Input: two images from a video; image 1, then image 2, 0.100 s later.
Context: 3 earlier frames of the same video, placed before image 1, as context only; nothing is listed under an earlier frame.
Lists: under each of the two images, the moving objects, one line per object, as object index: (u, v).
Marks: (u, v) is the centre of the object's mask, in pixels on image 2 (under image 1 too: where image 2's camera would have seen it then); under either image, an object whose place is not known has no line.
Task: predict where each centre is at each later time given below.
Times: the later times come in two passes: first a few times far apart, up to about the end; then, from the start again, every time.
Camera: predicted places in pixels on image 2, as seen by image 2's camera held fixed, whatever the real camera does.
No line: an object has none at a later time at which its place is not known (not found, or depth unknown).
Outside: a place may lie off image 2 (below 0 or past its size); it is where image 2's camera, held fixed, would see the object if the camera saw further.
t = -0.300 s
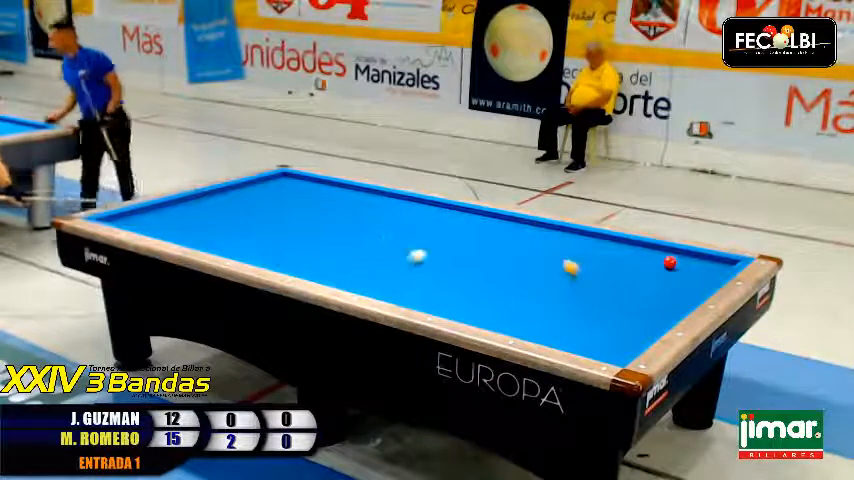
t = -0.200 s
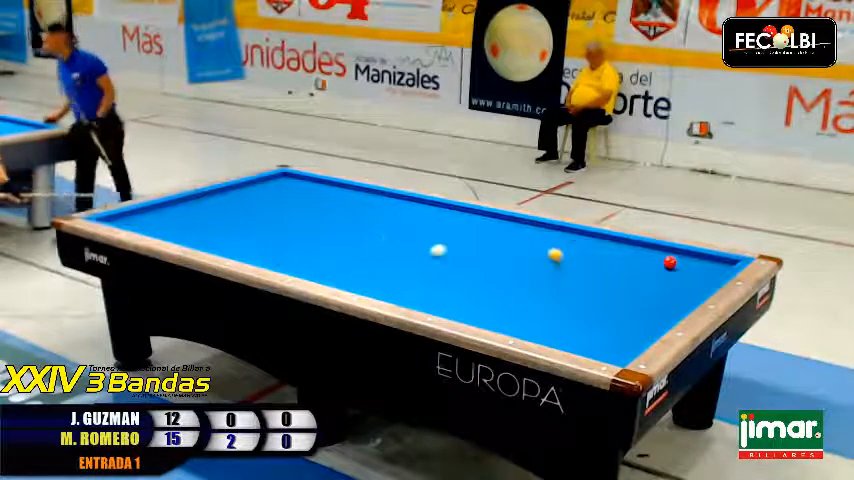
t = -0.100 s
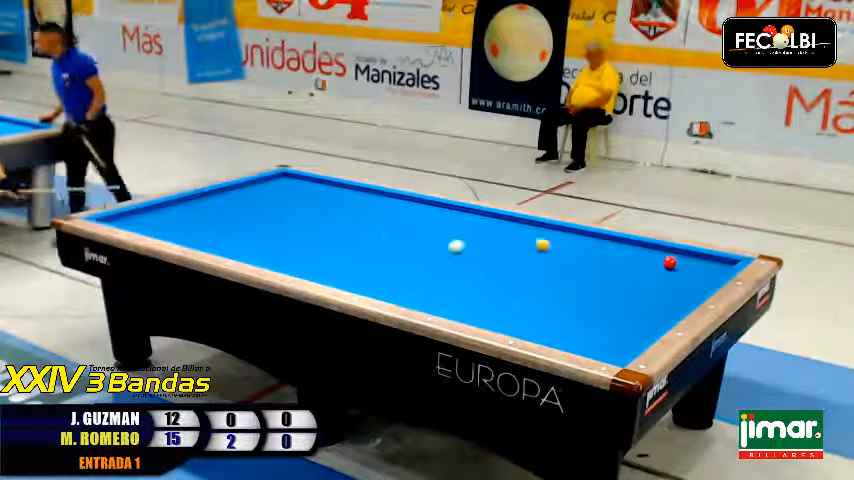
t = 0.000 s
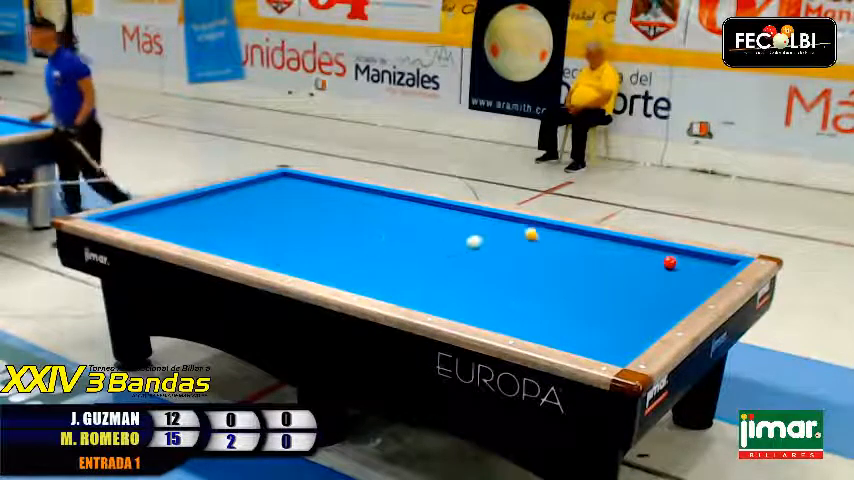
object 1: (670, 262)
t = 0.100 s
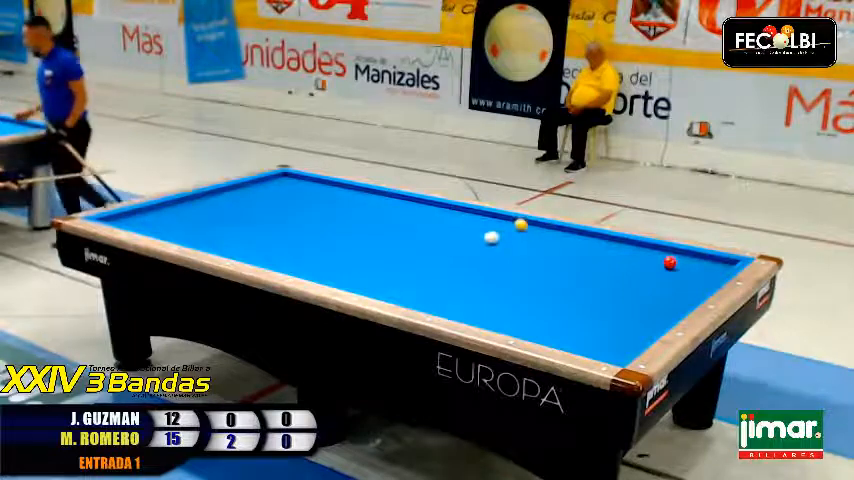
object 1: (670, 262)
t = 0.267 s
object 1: (670, 262)
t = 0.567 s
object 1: (670, 262)
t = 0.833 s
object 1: (670, 262)
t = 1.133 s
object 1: (670, 262)
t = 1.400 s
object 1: (670, 262)
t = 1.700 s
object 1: (669, 262)
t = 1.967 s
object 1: (670, 262)
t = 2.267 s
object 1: (670, 262)
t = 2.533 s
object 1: (669, 262)
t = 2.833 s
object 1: (670, 262)
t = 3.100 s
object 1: (670, 262)
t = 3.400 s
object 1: (670, 262)
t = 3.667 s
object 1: (670, 262)
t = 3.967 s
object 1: (670, 262)
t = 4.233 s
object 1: (670, 262)
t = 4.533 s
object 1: (670, 262)
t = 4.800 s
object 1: (670, 262)
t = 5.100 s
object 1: (670, 262)
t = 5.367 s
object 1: (669, 262)
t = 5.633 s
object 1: (670, 262)
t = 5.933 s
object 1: (670, 262)
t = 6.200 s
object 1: (670, 262)
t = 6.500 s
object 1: (668, 265)
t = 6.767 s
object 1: (667, 268)
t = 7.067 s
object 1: (666, 269)
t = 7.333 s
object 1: (665, 270)
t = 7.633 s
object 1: (664, 272)
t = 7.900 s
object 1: (663, 274)
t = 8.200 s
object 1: (662, 275)
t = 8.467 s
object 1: (661, 276)
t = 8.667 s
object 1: (660, 277)
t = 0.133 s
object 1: (670, 262)
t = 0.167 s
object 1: (670, 262)
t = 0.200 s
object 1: (670, 262)
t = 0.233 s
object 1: (670, 262)
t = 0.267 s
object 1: (670, 262)
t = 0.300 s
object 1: (670, 262)
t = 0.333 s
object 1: (670, 262)
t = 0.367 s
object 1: (670, 262)
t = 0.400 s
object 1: (670, 262)
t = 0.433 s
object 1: (670, 262)
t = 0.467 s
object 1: (670, 262)
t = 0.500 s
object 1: (670, 262)
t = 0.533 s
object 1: (670, 262)
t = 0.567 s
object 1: (670, 262)
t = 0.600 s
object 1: (670, 262)
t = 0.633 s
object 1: (670, 262)
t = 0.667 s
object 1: (670, 262)
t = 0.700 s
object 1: (670, 262)
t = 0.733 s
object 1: (670, 262)
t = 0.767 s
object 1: (670, 262)
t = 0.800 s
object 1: (670, 262)
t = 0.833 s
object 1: (670, 262)
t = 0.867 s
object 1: (670, 262)
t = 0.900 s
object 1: (670, 262)
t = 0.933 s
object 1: (670, 262)
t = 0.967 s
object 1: (670, 262)
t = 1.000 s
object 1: (670, 262)
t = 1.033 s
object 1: (670, 262)
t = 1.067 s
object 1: (670, 262)
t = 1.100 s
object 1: (670, 262)
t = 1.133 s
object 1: (670, 262)
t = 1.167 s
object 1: (670, 262)
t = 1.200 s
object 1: (670, 262)
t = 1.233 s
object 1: (670, 262)
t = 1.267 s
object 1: (670, 262)
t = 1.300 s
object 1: (670, 262)
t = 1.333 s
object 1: (670, 262)
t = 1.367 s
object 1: (670, 262)
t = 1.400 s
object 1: (670, 262)
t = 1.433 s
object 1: (670, 262)
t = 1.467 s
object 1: (670, 262)
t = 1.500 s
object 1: (669, 262)
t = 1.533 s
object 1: (669, 262)
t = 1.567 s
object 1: (669, 262)
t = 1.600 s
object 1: (669, 262)
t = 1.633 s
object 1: (669, 262)
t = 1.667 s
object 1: (669, 262)
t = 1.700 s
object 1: (669, 262)
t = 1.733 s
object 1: (669, 262)
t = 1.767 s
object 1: (669, 262)
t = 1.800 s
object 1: (670, 262)
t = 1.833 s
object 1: (670, 262)
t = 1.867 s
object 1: (670, 262)
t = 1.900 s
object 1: (670, 262)
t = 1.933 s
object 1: (670, 262)
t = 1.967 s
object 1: (670, 262)
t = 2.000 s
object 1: (670, 262)
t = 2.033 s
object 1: (670, 262)
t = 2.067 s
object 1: (670, 262)
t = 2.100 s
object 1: (670, 262)
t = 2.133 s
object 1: (670, 262)
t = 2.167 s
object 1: (670, 262)
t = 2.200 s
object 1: (670, 262)
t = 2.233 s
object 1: (670, 262)
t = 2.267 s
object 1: (670, 262)
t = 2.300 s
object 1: (670, 262)
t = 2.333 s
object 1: (669, 262)
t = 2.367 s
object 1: (669, 262)
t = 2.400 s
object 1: (669, 262)
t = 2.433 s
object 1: (669, 262)
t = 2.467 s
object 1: (669, 262)
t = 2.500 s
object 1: (669, 262)
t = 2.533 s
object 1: (669, 262)
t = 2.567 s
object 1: (669, 262)
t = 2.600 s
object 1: (669, 262)
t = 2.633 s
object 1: (669, 262)
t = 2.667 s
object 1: (669, 262)
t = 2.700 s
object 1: (669, 262)
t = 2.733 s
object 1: (669, 262)
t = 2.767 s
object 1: (670, 262)
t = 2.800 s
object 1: (670, 262)
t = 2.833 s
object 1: (670, 262)
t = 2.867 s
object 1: (670, 262)
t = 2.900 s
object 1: (670, 262)
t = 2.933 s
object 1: (670, 262)
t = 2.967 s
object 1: (670, 262)
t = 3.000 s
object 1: (670, 262)
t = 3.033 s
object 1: (670, 262)
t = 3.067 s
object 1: (670, 262)
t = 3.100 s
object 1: (670, 262)
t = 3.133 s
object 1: (670, 262)
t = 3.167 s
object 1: (670, 262)
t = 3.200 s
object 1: (670, 262)
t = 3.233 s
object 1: (670, 262)
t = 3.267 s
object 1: (670, 262)
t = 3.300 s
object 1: (670, 262)
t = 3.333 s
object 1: (670, 262)
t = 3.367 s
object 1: (670, 262)
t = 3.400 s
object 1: (670, 262)
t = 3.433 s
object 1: (670, 262)
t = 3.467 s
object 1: (670, 262)
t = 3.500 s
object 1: (670, 262)
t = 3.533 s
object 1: (670, 262)
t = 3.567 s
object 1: (670, 262)
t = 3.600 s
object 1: (670, 262)
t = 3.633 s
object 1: (670, 262)
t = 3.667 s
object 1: (670, 262)
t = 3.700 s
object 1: (670, 262)
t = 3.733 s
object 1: (670, 262)
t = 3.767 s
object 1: (670, 262)
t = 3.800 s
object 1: (670, 262)
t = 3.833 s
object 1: (670, 262)
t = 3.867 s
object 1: (670, 262)
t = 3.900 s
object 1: (670, 262)
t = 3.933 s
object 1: (670, 262)
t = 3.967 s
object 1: (670, 262)
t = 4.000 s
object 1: (670, 262)
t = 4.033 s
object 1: (670, 262)
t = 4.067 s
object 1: (670, 262)
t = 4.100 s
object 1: (670, 262)
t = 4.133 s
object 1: (670, 262)
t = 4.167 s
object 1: (670, 262)
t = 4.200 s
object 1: (670, 262)
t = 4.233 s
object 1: (670, 262)
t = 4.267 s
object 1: (670, 262)
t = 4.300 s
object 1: (670, 262)
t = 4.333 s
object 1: (670, 262)
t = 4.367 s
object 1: (670, 262)
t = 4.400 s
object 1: (670, 262)
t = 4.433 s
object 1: (670, 262)
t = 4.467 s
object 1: (670, 262)
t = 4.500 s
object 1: (670, 262)
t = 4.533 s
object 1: (670, 262)
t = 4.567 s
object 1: (670, 262)
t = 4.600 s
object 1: (670, 262)
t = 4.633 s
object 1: (670, 262)
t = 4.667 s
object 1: (670, 262)
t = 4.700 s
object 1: (670, 262)
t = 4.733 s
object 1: (670, 262)
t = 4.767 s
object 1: (670, 262)
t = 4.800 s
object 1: (670, 262)
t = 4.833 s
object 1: (670, 262)
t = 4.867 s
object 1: (670, 262)
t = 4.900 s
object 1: (670, 262)
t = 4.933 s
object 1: (670, 262)
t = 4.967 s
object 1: (670, 262)
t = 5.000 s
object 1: (670, 262)
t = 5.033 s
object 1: (670, 262)
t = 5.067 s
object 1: (670, 262)
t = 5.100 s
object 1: (670, 262)
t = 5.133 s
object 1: (670, 262)
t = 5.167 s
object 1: (670, 262)
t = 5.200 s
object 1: (670, 262)
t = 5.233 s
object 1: (670, 262)
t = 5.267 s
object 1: (670, 262)
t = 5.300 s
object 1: (670, 262)
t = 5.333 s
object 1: (670, 262)
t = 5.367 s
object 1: (669, 262)
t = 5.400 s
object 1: (670, 262)
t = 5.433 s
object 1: (669, 262)
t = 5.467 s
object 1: (670, 262)
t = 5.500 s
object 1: (670, 262)
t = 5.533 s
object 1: (670, 262)
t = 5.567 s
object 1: (670, 262)
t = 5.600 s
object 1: (670, 262)
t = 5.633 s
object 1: (670, 262)
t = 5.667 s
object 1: (670, 262)
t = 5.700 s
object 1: (670, 262)
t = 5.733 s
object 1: (670, 262)
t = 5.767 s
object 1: (670, 262)
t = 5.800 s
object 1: (670, 262)
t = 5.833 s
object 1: (670, 262)
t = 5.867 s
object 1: (670, 262)
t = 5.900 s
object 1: (670, 262)
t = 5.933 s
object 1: (670, 262)
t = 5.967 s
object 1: (670, 262)
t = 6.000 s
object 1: (670, 262)
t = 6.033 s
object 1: (670, 262)
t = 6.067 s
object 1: (670, 262)
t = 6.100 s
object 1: (670, 262)
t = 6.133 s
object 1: (670, 262)
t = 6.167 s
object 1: (670, 262)
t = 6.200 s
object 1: (670, 262)
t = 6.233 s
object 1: (670, 262)
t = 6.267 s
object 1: (669, 263)
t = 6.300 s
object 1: (669, 263)
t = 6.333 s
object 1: (669, 263)
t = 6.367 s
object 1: (668, 264)
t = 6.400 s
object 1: (669, 264)
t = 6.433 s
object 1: (668, 264)
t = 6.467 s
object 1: (668, 265)
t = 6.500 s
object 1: (668, 265)
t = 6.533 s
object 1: (668, 265)
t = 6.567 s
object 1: (668, 266)
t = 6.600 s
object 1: (668, 266)
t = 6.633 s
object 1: (668, 266)
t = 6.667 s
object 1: (668, 267)
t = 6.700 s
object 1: (668, 267)
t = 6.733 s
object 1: (668, 267)
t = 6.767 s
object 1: (667, 268)
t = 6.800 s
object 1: (667, 267)
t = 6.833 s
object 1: (667, 268)
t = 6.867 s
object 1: (667, 268)
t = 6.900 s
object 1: (667, 268)
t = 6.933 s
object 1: (667, 268)
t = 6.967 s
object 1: (667, 269)
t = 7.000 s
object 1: (667, 269)
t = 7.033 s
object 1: (666, 269)
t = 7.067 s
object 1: (666, 269)
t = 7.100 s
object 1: (666, 269)
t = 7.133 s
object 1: (666, 269)
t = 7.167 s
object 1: (666, 270)
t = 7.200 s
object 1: (666, 270)
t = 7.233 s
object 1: (666, 270)
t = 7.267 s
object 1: (666, 270)
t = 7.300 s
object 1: (666, 270)
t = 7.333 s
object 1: (665, 270)
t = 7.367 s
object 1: (665, 271)
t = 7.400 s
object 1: (665, 271)
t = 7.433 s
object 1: (665, 272)
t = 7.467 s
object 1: (665, 272)
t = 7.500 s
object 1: (665, 272)
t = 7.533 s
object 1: (665, 272)
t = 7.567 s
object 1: (665, 272)
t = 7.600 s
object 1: (664, 272)
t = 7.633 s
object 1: (664, 272)
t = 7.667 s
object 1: (664, 272)
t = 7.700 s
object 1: (664, 272)
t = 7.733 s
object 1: (664, 272)
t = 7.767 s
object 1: (664, 273)
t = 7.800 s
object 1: (663, 273)
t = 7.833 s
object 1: (663, 274)
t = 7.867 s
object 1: (663, 274)
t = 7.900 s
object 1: (663, 274)
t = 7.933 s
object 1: (663, 274)
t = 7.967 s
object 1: (663, 274)
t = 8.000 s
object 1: (663, 274)
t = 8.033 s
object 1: (663, 274)
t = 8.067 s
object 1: (663, 274)
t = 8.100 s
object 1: (662, 275)
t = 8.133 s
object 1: (662, 275)
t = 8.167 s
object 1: (662, 275)
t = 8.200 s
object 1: (662, 275)
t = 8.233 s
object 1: (662, 275)
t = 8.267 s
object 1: (662, 275)
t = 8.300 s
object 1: (662, 275)
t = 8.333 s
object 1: (661, 275)
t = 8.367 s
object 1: (661, 276)
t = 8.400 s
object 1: (661, 276)
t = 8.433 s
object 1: (661, 276)
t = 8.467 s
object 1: (661, 276)
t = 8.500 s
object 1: (660, 276)
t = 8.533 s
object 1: (660, 276)
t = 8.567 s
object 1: (660, 276)
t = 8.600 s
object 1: (660, 276)
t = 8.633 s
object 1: (660, 276)
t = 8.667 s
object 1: (660, 277)
